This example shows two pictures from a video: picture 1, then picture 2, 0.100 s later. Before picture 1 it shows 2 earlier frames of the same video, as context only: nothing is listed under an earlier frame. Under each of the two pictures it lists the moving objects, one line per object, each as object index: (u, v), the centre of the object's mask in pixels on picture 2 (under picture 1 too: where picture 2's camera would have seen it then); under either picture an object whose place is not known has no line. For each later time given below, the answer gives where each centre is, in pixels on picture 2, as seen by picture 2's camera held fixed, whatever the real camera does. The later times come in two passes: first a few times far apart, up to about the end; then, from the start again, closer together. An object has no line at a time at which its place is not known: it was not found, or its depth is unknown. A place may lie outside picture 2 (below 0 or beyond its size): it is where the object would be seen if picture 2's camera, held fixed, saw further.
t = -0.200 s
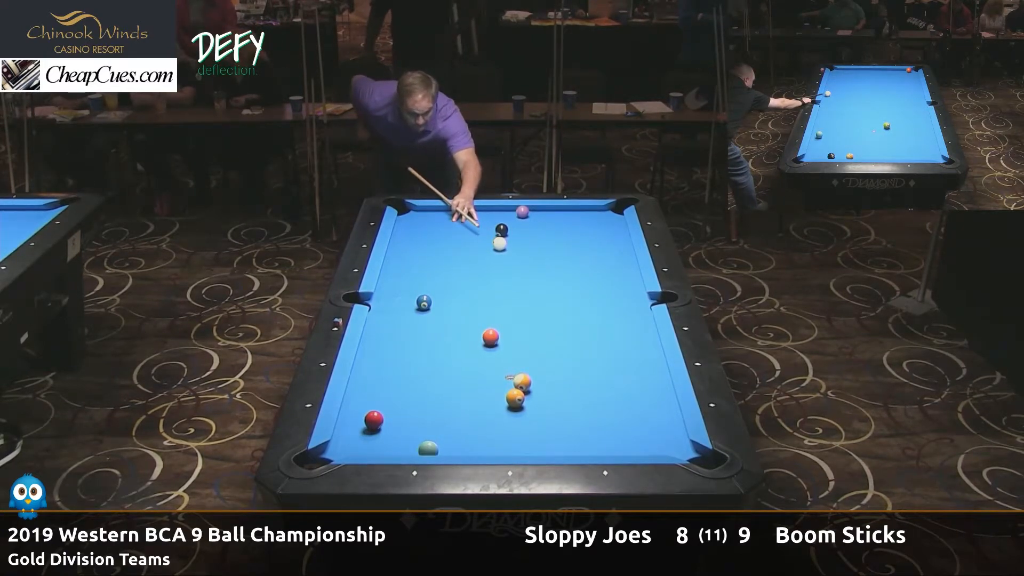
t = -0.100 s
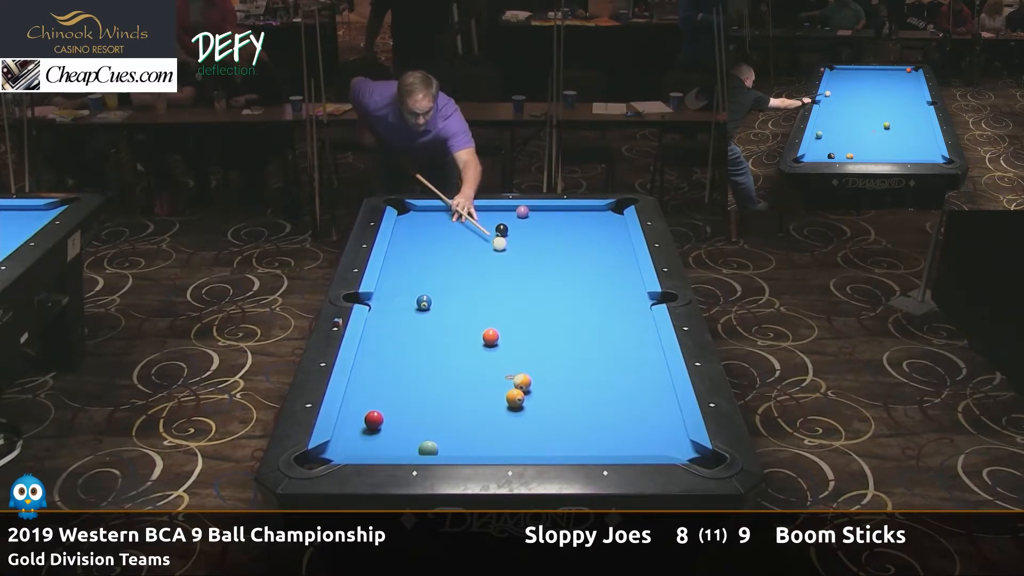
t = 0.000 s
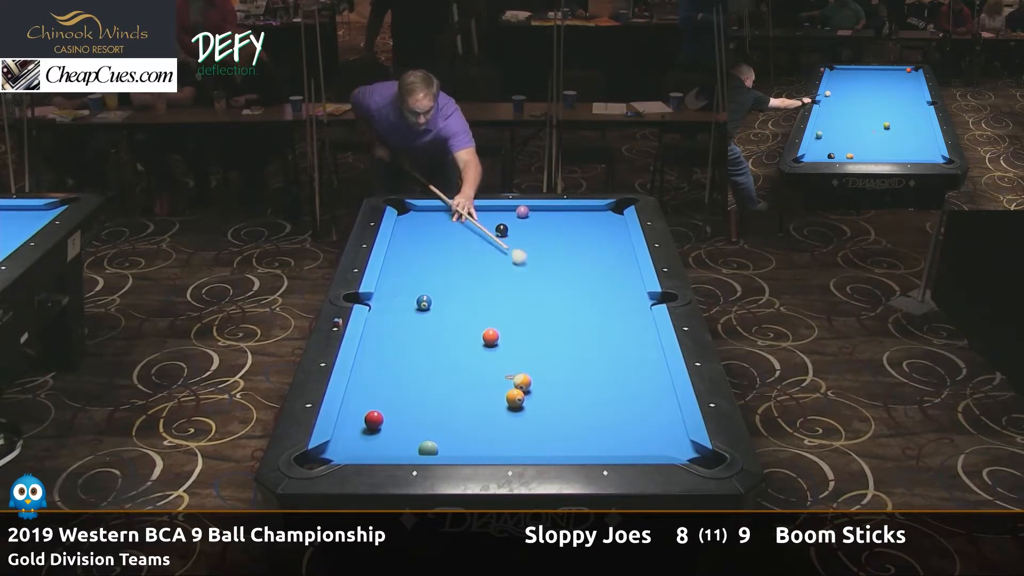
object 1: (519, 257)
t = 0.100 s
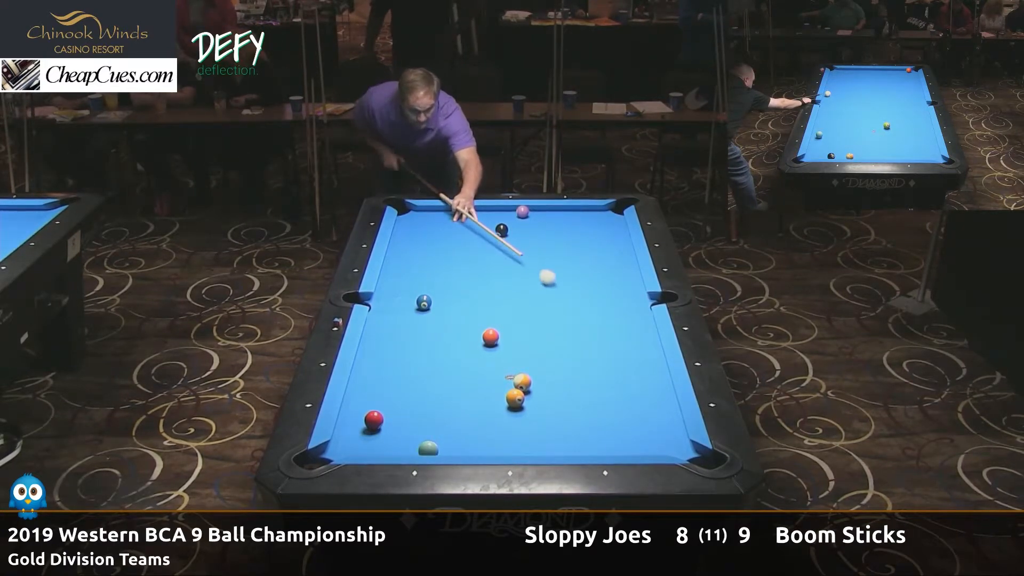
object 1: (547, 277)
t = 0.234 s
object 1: (585, 304)
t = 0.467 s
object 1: (656, 354)
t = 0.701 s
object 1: (630, 399)
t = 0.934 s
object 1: (604, 448)
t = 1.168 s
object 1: (558, 420)
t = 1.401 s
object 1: (535, 395)
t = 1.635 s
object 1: (546, 381)
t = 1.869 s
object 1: (560, 371)
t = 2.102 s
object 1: (573, 361)
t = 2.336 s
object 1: (585, 352)
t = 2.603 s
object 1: (598, 343)
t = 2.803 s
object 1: (607, 337)
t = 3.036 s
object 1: (617, 330)
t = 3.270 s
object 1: (625, 324)
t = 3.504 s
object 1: (633, 319)
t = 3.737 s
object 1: (640, 314)
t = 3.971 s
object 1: (642, 310)
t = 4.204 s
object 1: (637, 307)
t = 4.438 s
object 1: (634, 306)
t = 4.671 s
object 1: (631, 304)
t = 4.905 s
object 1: (629, 303)
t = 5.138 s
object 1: (627, 303)
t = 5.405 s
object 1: (627, 302)
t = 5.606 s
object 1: (627, 302)
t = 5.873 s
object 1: (627, 302)
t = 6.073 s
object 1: (627, 302)
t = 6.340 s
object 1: (627, 302)
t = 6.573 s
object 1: (627, 302)
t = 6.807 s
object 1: (627, 302)
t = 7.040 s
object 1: (627, 302)
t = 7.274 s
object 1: (627, 302)
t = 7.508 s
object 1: (627, 302)
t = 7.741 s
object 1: (627, 302)
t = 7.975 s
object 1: (627, 302)
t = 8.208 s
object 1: (627, 302)
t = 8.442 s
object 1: (627, 302)
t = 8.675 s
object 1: (627, 302)
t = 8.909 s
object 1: (627, 302)
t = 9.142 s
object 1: (627, 302)
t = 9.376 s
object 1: (627, 302)
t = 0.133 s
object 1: (557, 284)
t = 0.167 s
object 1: (567, 291)
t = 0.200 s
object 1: (576, 297)
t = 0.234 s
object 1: (585, 304)
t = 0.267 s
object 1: (595, 310)
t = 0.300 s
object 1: (605, 317)
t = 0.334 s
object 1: (614, 324)
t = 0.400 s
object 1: (635, 339)
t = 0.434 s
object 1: (647, 346)
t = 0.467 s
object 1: (656, 354)
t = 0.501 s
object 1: (651, 360)
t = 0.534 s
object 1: (646, 366)
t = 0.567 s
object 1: (643, 372)
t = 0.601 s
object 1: (640, 379)
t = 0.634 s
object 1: (636, 386)
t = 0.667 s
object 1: (633, 392)
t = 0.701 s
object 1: (630, 399)
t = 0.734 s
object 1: (626, 406)
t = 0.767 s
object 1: (623, 413)
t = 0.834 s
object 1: (615, 428)
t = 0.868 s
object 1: (612, 436)
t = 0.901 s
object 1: (608, 443)
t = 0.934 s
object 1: (604, 448)
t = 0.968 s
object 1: (597, 447)
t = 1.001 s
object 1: (590, 443)
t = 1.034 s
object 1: (584, 438)
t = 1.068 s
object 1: (577, 433)
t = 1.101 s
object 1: (571, 429)
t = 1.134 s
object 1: (564, 424)
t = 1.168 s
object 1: (558, 420)
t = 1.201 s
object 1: (552, 416)
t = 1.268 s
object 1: (540, 407)
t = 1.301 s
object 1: (534, 404)
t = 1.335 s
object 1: (533, 401)
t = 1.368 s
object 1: (534, 398)
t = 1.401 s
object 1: (535, 395)
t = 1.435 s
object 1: (535, 393)
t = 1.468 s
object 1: (535, 390)
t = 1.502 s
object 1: (537, 388)
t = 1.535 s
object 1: (539, 386)
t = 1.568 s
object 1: (542, 385)
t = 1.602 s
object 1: (544, 383)
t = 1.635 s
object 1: (546, 381)
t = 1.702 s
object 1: (550, 378)
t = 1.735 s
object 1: (552, 377)
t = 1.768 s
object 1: (554, 375)
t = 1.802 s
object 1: (556, 374)
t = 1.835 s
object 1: (558, 372)
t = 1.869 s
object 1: (560, 371)
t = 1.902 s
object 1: (562, 369)
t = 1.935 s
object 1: (564, 368)
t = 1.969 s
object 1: (566, 366)
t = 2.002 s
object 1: (568, 365)
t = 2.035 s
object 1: (570, 364)
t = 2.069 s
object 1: (571, 362)
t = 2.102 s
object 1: (573, 361)
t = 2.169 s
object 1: (577, 358)
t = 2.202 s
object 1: (579, 357)
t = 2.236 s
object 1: (580, 356)
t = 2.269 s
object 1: (582, 355)
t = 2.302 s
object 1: (584, 353)
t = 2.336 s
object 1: (585, 352)
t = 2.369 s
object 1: (587, 351)
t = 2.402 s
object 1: (589, 350)
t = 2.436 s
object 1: (590, 349)
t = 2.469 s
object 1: (592, 347)
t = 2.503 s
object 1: (594, 346)
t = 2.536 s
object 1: (595, 345)
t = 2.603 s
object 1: (598, 343)
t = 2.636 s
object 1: (600, 342)
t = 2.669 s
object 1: (601, 341)
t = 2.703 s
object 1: (603, 340)
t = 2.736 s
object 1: (604, 339)
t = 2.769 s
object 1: (606, 338)
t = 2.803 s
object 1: (607, 337)
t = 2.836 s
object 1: (608, 336)
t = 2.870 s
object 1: (610, 335)
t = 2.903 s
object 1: (611, 334)
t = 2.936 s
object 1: (613, 333)
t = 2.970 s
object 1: (614, 332)
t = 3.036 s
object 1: (617, 330)
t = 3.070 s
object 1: (618, 329)
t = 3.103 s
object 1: (619, 328)
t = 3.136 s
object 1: (620, 327)
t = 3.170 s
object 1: (622, 327)
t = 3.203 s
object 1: (623, 326)
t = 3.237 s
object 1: (624, 325)
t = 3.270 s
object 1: (625, 324)
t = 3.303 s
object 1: (626, 323)
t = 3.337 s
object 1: (627, 323)
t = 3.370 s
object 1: (629, 322)
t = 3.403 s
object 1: (630, 321)
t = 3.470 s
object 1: (632, 319)
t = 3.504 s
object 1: (633, 319)
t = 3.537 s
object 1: (634, 318)
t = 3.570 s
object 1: (635, 317)
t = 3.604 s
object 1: (636, 316)
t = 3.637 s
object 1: (637, 316)
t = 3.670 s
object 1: (638, 315)
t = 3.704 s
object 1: (639, 315)
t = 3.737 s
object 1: (640, 314)
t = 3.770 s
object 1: (641, 313)
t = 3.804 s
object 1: (642, 312)
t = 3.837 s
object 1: (643, 312)
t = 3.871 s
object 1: (643, 311)
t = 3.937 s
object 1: (642, 310)
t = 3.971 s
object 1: (642, 310)
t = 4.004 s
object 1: (641, 309)
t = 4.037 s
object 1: (640, 309)
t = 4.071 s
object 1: (640, 309)
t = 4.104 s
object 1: (639, 308)
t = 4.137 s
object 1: (638, 308)
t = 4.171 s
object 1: (638, 308)
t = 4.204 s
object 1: (637, 307)
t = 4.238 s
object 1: (637, 307)
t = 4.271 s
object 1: (636, 307)
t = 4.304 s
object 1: (636, 306)
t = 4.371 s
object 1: (635, 306)
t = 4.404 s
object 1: (634, 306)
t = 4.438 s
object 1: (634, 306)
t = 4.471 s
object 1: (634, 305)
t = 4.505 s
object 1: (633, 305)
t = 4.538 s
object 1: (633, 305)
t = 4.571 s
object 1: (632, 305)
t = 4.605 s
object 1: (632, 304)
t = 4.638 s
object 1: (631, 304)
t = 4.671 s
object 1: (631, 304)
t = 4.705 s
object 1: (631, 304)
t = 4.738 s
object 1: (630, 304)
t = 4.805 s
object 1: (630, 303)
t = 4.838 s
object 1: (630, 303)
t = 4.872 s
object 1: (629, 303)
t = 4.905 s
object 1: (629, 303)
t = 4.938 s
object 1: (629, 303)
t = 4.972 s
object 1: (628, 303)
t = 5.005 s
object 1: (628, 303)
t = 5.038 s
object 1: (628, 303)
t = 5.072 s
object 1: (628, 303)
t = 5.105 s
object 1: (628, 303)
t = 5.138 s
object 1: (627, 303)
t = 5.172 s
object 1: (627, 303)
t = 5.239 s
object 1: (627, 303)
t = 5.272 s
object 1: (627, 302)
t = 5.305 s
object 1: (627, 303)
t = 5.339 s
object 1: (627, 303)
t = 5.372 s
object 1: (627, 302)
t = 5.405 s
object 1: (627, 302)
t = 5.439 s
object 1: (627, 303)
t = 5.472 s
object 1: (627, 302)
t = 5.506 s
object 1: (627, 302)
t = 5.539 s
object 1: (627, 302)
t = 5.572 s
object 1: (627, 302)
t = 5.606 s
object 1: (627, 302)
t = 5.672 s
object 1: (627, 302)
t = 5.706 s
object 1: (627, 302)
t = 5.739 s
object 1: (627, 302)
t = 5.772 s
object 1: (627, 302)
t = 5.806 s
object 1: (627, 302)
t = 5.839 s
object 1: (627, 302)
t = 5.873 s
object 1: (627, 302)
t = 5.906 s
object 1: (627, 302)
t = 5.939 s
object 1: (627, 302)
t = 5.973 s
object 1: (627, 302)
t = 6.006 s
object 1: (627, 302)
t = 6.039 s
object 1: (627, 302)
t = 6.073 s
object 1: (627, 302)
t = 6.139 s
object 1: (627, 302)
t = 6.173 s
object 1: (627, 302)
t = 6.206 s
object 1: (627, 302)
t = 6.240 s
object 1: (627, 302)
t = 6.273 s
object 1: (627, 302)
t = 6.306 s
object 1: (627, 302)
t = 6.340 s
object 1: (627, 302)
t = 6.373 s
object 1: (627, 302)
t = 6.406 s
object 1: (627, 302)
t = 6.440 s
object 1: (627, 302)
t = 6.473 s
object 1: (627, 302)
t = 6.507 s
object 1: (627, 302)
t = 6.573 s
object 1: (627, 302)
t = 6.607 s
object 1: (627, 302)
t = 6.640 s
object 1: (627, 302)
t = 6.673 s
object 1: (627, 302)
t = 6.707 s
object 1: (627, 302)
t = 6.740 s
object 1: (627, 302)
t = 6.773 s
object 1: (627, 302)
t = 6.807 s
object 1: (627, 302)
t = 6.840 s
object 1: (627, 302)
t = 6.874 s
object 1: (627, 302)
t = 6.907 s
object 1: (627, 302)
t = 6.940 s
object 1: (627, 302)
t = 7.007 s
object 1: (627, 302)
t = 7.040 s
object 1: (627, 302)
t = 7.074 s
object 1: (627, 302)
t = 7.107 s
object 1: (627, 302)
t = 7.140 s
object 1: (627, 302)
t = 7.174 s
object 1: (627, 302)
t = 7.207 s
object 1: (627, 302)
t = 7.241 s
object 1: (627, 302)
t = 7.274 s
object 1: (627, 302)
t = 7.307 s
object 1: (627, 302)
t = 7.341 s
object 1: (627, 302)
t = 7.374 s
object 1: (627, 302)
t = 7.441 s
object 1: (627, 302)
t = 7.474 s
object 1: (627, 302)
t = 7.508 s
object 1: (627, 302)
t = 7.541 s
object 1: (627, 302)
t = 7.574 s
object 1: (627, 302)
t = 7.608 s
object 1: (627, 302)
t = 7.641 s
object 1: (627, 302)
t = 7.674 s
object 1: (627, 302)
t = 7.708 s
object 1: (627, 302)
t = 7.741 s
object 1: (627, 302)
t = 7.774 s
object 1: (627, 302)
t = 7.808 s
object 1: (627, 302)
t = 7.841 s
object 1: (627, 302)
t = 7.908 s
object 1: (627, 302)
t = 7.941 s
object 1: (627, 302)
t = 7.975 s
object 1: (627, 302)
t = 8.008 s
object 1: (627, 302)
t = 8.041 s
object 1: (627, 302)
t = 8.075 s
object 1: (627, 302)
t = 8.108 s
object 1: (627, 302)
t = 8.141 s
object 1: (627, 302)
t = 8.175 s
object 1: (627, 302)
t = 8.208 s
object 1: (627, 302)
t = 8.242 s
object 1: (627, 302)
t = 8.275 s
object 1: (627, 302)
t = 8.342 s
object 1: (627, 302)
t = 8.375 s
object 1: (627, 302)
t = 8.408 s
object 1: (627, 302)
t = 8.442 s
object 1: (627, 302)
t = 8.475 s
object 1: (627, 302)
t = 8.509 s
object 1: (627, 302)
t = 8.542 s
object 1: (627, 302)
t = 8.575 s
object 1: (627, 302)
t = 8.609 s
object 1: (627, 302)
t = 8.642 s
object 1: (627, 302)
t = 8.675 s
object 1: (627, 302)
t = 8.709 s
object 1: (627, 302)
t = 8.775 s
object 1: (627, 302)
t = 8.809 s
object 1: (627, 302)
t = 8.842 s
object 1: (627, 302)
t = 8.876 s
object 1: (627, 302)
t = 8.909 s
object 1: (627, 302)
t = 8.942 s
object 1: (627, 302)
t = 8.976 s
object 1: (627, 302)
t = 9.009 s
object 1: (627, 302)
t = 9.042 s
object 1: (627, 302)
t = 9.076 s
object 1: (627, 302)
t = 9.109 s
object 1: (627, 302)
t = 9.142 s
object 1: (627, 302)
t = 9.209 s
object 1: (627, 302)
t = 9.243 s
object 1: (627, 302)
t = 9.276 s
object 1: (627, 302)
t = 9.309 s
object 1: (627, 302)
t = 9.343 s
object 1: (627, 302)
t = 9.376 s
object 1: (627, 302)
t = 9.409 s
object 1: (627, 302)
